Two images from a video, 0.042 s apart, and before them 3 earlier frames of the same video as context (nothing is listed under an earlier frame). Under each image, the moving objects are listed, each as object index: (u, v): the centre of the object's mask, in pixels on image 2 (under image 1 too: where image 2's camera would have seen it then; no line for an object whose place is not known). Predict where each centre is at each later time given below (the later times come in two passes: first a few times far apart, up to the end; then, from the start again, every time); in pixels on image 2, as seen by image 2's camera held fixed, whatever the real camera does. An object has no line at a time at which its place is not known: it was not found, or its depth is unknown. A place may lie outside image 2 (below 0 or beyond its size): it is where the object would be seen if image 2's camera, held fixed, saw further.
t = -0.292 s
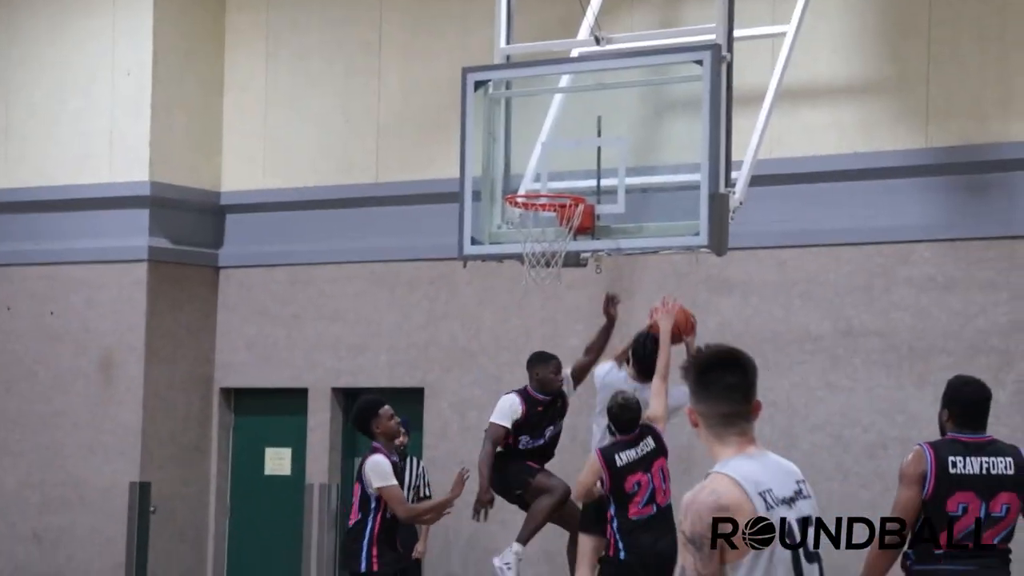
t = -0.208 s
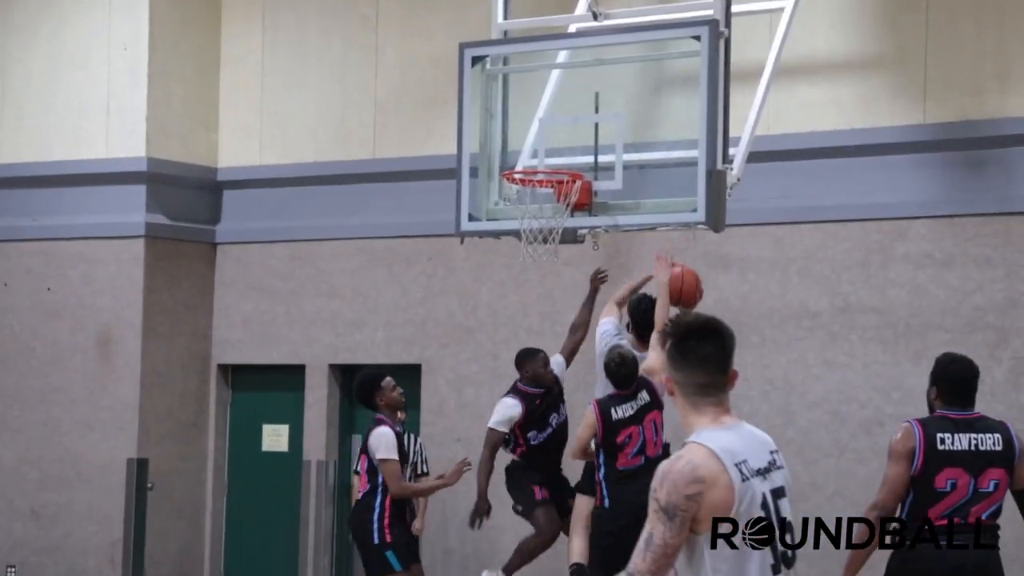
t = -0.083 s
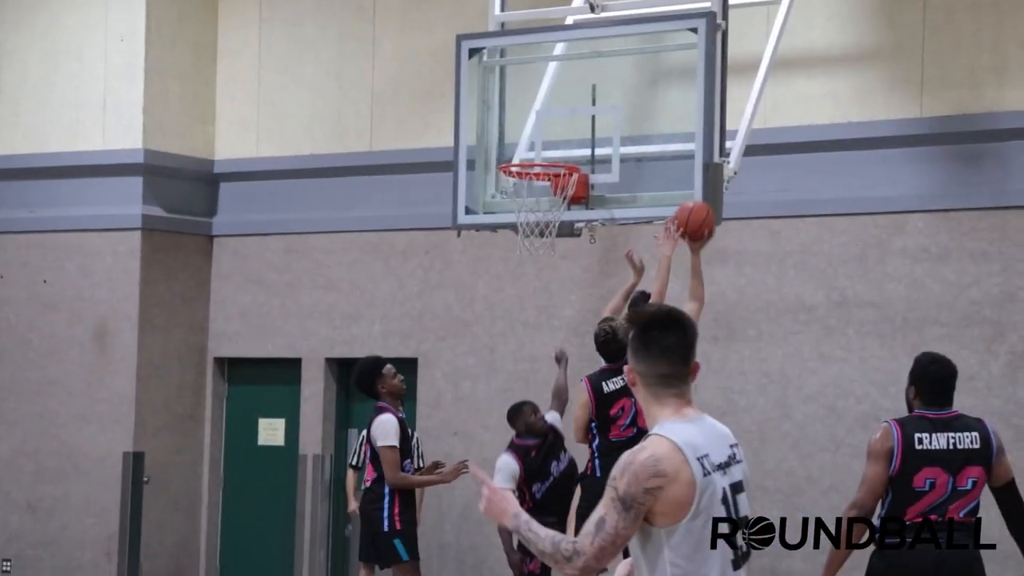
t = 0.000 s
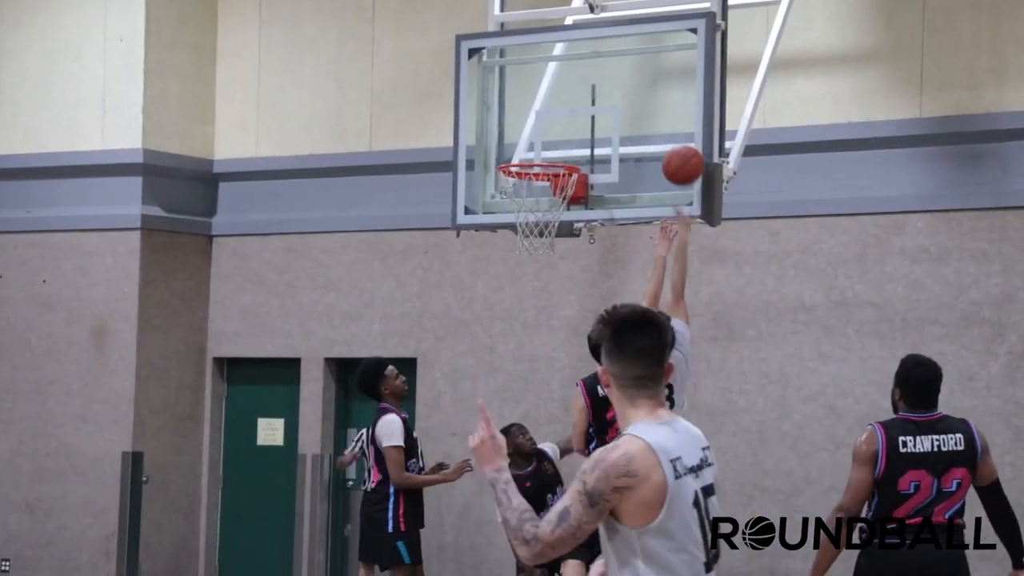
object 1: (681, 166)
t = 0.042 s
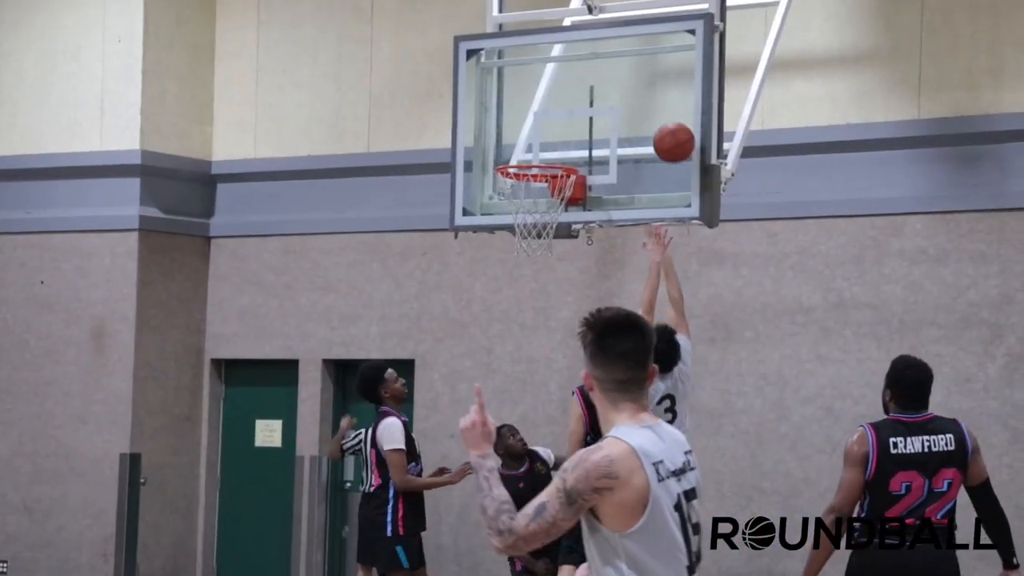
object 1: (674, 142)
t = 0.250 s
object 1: (630, 82)
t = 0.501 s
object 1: (568, 119)
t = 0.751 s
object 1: (548, 121)
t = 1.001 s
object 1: (539, 173)
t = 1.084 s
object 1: (537, 214)
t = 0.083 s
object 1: (667, 121)
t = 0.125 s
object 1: (659, 103)
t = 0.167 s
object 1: (651, 92)
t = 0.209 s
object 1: (641, 86)
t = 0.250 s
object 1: (630, 82)
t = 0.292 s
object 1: (620, 81)
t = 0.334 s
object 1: (610, 83)
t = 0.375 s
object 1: (600, 87)
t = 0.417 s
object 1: (589, 95)
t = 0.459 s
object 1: (579, 105)
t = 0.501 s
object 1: (568, 119)
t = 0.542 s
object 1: (557, 135)
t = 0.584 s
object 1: (550, 144)
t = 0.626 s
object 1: (550, 134)
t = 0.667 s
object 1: (549, 127)
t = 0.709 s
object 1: (549, 123)
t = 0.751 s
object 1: (548, 121)
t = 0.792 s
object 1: (547, 123)
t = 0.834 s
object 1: (546, 127)
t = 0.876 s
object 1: (544, 134)
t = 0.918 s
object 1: (543, 144)
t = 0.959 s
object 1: (542, 152)
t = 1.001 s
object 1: (539, 173)
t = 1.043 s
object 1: (538, 190)
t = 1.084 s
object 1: (537, 214)
